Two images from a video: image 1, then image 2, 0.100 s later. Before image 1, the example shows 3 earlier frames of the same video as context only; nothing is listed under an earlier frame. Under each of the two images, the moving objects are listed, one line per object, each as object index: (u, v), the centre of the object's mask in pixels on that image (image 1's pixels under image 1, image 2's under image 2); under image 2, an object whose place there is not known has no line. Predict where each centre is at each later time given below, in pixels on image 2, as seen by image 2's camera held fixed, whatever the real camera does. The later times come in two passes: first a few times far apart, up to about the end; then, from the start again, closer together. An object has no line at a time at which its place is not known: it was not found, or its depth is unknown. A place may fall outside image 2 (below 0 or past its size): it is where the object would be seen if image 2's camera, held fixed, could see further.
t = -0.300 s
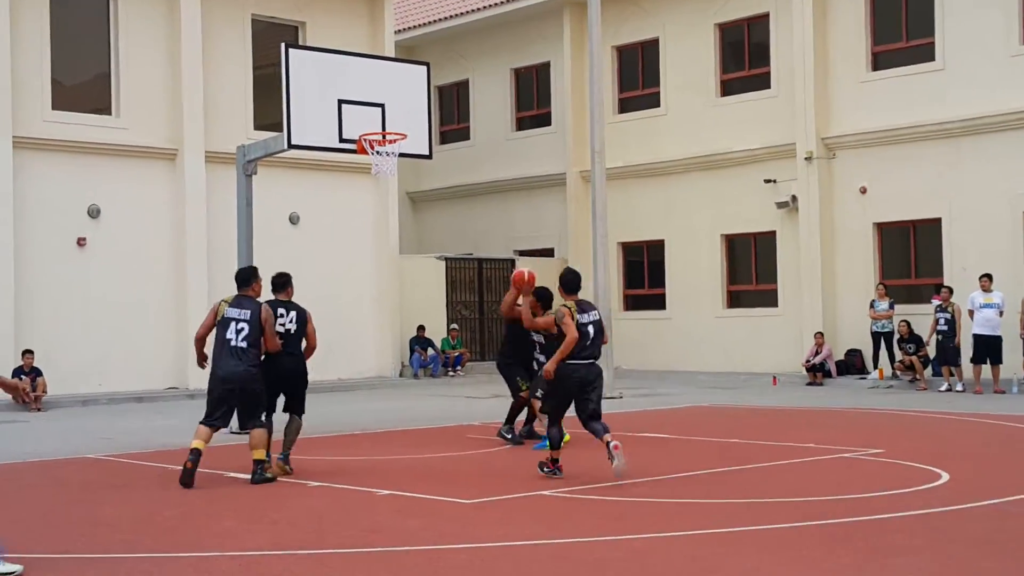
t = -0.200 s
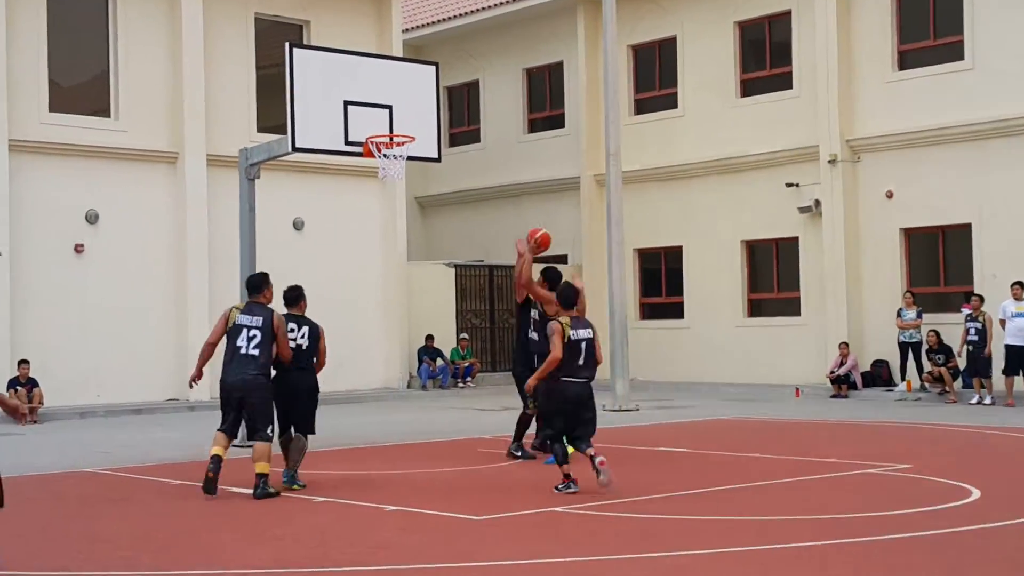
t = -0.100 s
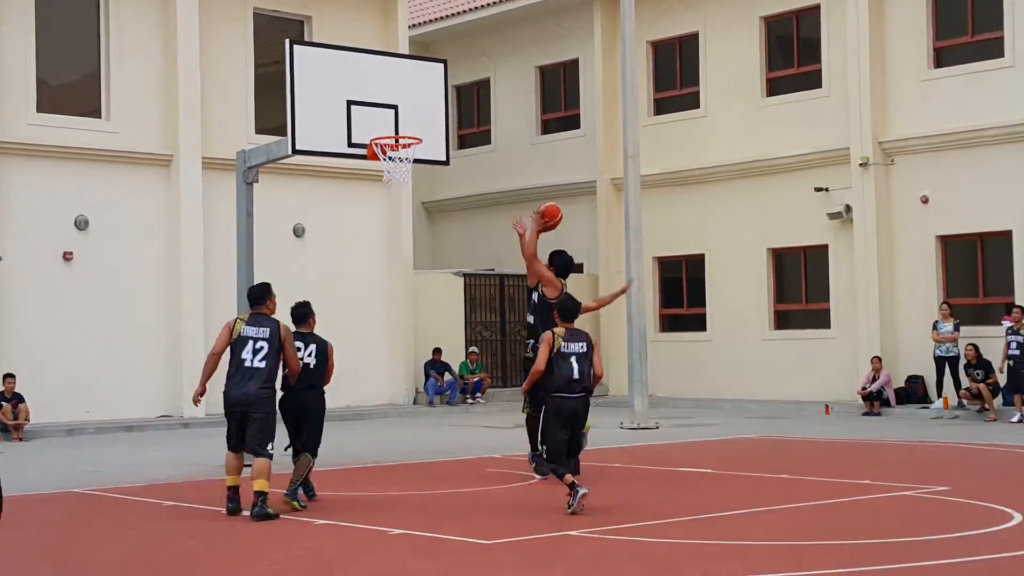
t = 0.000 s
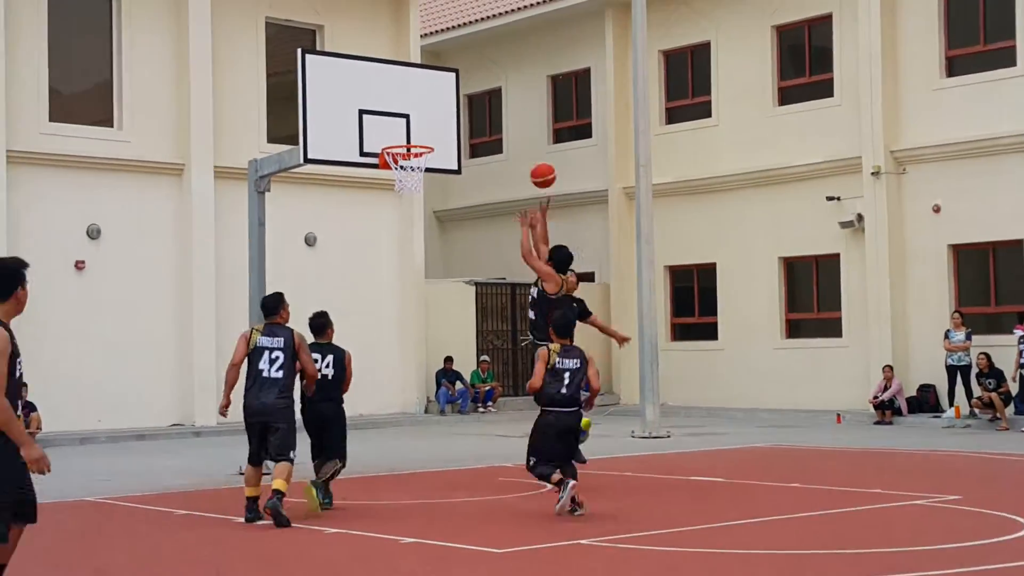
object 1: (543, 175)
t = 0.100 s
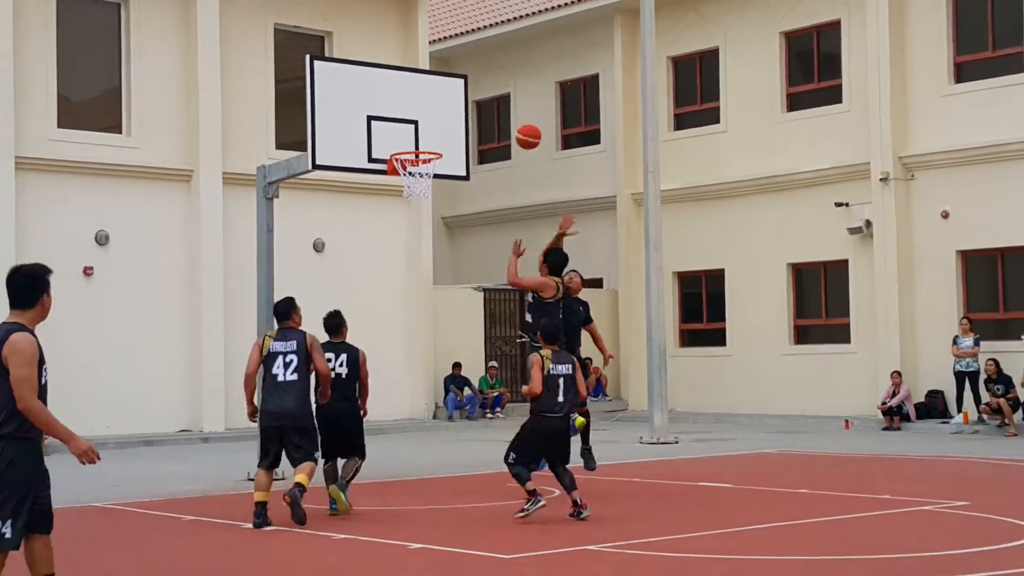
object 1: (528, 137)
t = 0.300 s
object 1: (481, 76)
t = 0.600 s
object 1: (418, 73)
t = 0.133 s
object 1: (520, 124)
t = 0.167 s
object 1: (512, 111)
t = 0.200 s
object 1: (504, 101)
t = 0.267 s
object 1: (489, 83)
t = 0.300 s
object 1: (481, 76)
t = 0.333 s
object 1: (475, 72)
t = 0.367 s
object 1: (467, 66)
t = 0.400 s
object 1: (459, 64)
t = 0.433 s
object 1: (452, 62)
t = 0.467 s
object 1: (446, 62)
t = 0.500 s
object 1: (438, 63)
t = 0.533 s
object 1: (431, 65)
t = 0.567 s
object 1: (424, 68)
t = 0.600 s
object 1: (418, 73)
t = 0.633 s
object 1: (412, 79)
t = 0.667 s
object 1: (405, 86)
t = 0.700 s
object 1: (398, 94)
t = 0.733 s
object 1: (391, 105)
